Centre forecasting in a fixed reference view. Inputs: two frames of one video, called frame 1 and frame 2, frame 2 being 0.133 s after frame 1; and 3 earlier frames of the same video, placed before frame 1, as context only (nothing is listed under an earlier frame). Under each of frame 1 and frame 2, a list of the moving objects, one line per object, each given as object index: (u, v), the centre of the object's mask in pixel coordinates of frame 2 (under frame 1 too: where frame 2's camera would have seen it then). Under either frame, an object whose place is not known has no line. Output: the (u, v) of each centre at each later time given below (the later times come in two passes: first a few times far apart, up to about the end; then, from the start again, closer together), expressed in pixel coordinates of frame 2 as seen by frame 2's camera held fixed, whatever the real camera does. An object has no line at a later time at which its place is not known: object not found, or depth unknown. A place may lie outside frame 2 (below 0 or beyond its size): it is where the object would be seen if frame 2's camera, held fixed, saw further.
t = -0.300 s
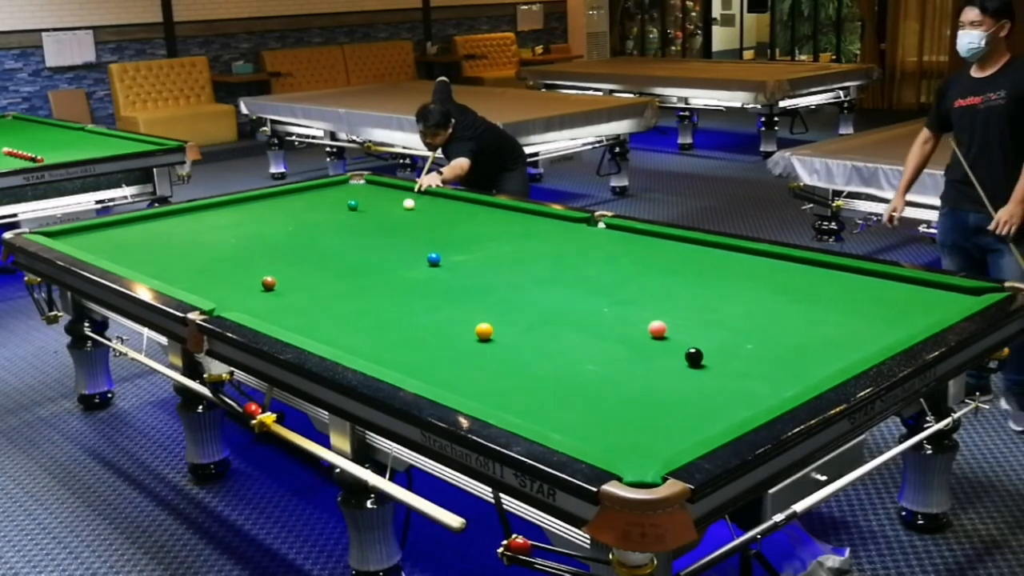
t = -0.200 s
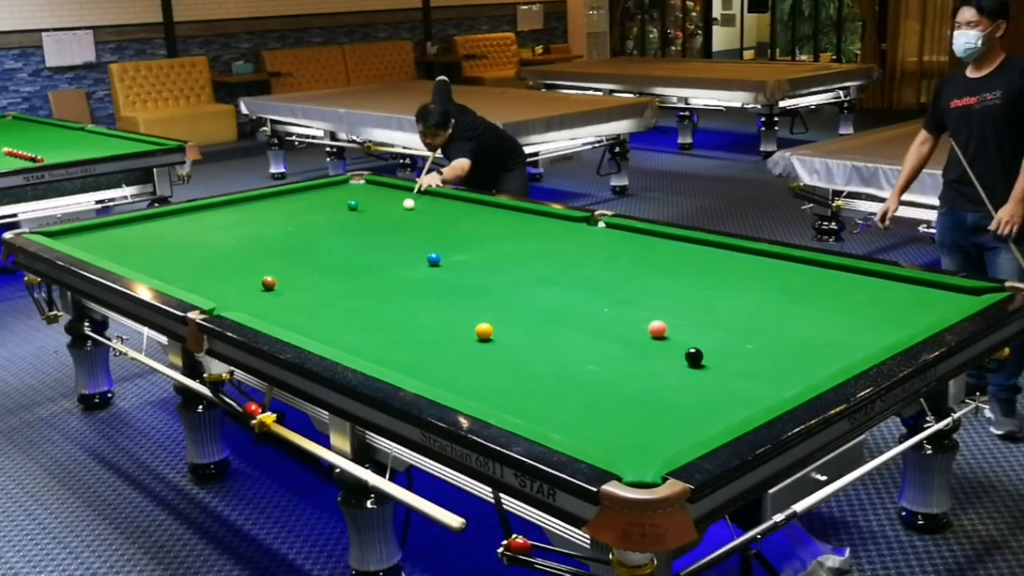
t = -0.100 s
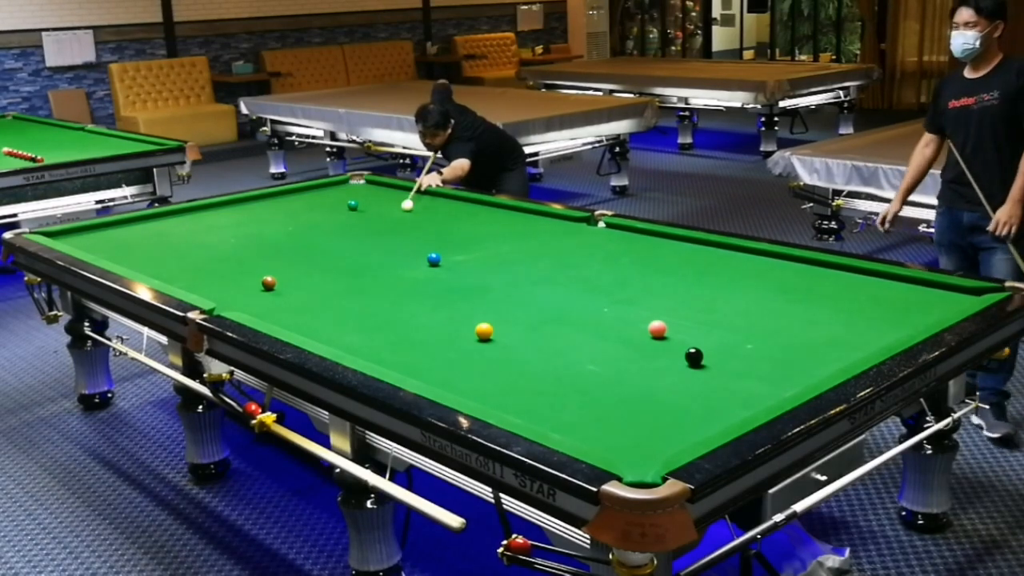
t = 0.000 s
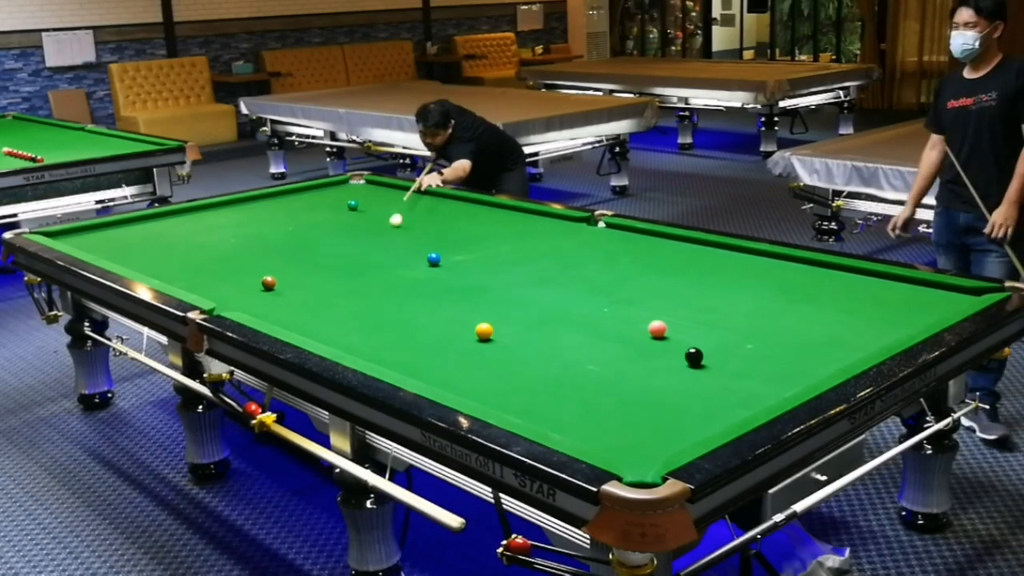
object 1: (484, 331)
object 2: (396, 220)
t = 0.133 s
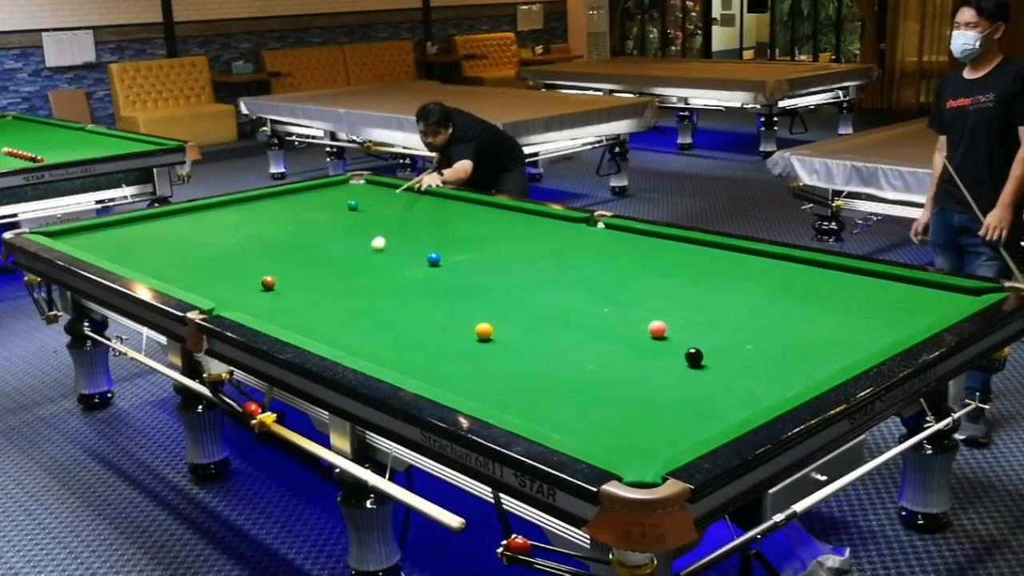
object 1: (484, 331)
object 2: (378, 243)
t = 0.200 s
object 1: (484, 331)
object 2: (368, 257)
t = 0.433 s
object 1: (484, 331)
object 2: (323, 315)
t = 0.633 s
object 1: (484, 331)
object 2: (410, 330)
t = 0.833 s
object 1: (522, 341)
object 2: (507, 317)
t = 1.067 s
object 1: (588, 358)
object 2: (582, 300)
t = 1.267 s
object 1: (645, 373)
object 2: (641, 287)
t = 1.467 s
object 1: (706, 388)
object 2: (696, 274)
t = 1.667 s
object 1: (758, 399)
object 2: (746, 263)
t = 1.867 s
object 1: (719, 387)
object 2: (771, 258)
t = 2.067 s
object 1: (684, 376)
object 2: (743, 265)
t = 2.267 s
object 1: (653, 364)
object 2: (716, 271)
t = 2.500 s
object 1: (621, 353)
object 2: (684, 280)
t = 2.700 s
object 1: (596, 343)
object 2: (656, 287)
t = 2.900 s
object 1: (573, 335)
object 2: (628, 294)
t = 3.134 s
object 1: (549, 327)
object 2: (597, 301)
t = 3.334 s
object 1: (530, 320)
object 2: (569, 308)
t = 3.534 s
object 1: (513, 314)
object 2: (542, 315)
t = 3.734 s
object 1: (496, 308)
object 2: (515, 322)
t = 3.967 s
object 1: (479, 302)
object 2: (482, 330)
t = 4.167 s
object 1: (466, 298)
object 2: (455, 337)
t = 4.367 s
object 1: (453, 293)
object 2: (427, 343)
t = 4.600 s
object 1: (440, 288)
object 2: (396, 351)
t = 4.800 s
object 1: (430, 285)
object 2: (371, 355)
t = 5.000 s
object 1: (421, 281)
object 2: (373, 354)
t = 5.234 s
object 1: (410, 278)
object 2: (387, 349)
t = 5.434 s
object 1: (402, 275)
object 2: (399, 344)
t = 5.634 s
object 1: (396, 273)
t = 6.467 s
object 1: (372, 262)
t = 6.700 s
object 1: (370, 263)
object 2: (451, 325)
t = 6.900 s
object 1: (366, 262)
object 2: (455, 323)
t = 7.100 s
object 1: (363, 261)
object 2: (458, 322)
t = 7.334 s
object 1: (361, 260)
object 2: (462, 321)
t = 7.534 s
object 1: (360, 259)
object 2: (463, 320)
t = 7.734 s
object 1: (359, 259)
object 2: (465, 319)
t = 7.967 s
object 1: (358, 259)
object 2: (466, 319)
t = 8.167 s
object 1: (358, 259)
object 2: (467, 319)
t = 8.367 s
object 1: (359, 259)
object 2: (466, 319)
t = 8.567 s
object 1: (359, 259)
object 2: (466, 319)
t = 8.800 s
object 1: (359, 259)
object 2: (466, 319)
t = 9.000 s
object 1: (359, 259)
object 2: (466, 319)
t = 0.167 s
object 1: (484, 332)
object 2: (373, 250)
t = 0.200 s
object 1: (484, 331)
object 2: (368, 257)
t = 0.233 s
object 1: (484, 331)
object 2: (363, 264)
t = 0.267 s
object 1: (484, 331)
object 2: (357, 271)
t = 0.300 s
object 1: (484, 331)
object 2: (351, 279)
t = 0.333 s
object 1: (484, 332)
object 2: (344, 287)
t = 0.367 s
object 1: (484, 331)
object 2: (338, 296)
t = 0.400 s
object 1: (484, 331)
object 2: (331, 305)
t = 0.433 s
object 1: (484, 331)
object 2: (323, 315)
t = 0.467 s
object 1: (484, 332)
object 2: (315, 325)
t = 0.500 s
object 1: (484, 331)
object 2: (309, 333)
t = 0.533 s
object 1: (484, 331)
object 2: (332, 335)
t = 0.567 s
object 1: (484, 331)
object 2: (359, 333)
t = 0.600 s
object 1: (484, 331)
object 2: (385, 332)
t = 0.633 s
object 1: (484, 331)
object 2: (410, 330)
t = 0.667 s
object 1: (484, 331)
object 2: (434, 329)
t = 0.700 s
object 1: (484, 332)
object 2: (457, 328)
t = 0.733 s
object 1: (489, 332)
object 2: (475, 325)
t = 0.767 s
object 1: (501, 335)
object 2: (486, 322)
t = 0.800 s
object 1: (512, 338)
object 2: (497, 320)
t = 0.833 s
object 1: (522, 341)
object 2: (507, 317)
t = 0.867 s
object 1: (533, 344)
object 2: (518, 314)
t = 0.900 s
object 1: (542, 346)
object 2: (529, 311)
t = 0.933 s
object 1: (552, 349)
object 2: (540, 309)
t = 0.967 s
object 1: (561, 351)
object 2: (551, 307)
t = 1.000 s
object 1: (569, 353)
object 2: (561, 305)
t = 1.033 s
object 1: (579, 356)
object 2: (572, 302)
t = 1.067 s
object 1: (588, 358)
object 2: (582, 300)
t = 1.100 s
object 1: (597, 361)
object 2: (592, 298)
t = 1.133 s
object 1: (606, 363)
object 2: (602, 295)
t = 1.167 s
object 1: (616, 366)
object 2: (612, 293)
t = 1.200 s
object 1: (625, 368)
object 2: (622, 291)
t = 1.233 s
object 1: (635, 370)
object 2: (632, 289)
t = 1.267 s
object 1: (645, 373)
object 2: (641, 287)
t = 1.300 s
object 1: (655, 375)
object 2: (650, 284)
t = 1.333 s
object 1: (665, 378)
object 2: (660, 283)
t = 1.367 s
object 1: (675, 381)
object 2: (669, 281)
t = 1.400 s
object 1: (685, 383)
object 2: (678, 278)
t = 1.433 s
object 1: (696, 386)
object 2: (687, 276)
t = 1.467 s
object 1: (706, 388)
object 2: (696, 274)
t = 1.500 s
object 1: (717, 391)
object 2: (705, 272)
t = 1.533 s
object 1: (728, 394)
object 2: (713, 271)
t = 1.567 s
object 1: (739, 397)
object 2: (721, 269)
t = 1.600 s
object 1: (749, 399)
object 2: (730, 267)
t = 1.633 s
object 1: (759, 399)
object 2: (738, 265)
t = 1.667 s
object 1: (758, 399)
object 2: (746, 263)
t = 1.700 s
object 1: (751, 398)
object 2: (754, 262)
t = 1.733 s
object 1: (744, 396)
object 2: (762, 260)
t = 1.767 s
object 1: (737, 394)
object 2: (770, 258)
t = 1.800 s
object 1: (731, 392)
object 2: (777, 256)
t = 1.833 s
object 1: (725, 389)
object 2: (777, 256)
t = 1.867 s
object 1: (719, 387)
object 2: (771, 258)
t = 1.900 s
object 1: (713, 385)
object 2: (766, 260)
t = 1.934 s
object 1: (707, 383)
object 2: (761, 261)
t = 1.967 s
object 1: (701, 381)
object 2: (756, 262)
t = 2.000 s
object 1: (695, 379)
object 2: (753, 263)
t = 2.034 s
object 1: (690, 377)
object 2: (748, 265)
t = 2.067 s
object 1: (684, 376)
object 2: (743, 265)
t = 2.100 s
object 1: (679, 374)
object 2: (739, 267)
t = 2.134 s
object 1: (674, 372)
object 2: (734, 267)
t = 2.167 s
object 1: (668, 370)
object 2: (729, 269)
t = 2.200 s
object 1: (664, 368)
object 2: (725, 270)
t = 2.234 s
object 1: (658, 366)
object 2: (720, 271)
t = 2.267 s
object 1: (653, 364)
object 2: (716, 271)
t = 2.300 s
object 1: (648, 362)
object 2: (712, 273)
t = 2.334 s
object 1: (643, 361)
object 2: (707, 274)
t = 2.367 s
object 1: (639, 359)
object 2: (702, 275)
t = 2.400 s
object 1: (634, 358)
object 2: (698, 276)
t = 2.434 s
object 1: (630, 356)
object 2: (693, 277)
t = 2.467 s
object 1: (625, 354)
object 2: (689, 279)
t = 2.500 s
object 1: (621, 353)
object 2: (684, 280)
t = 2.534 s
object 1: (616, 351)
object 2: (679, 281)
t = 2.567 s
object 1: (612, 350)
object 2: (674, 282)
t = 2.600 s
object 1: (608, 348)
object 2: (670, 283)
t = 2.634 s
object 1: (604, 346)
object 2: (665, 284)
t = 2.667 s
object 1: (600, 345)
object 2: (661, 285)
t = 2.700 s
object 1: (596, 343)
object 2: (656, 287)
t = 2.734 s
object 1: (592, 342)
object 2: (652, 288)
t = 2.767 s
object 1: (588, 341)
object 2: (647, 289)
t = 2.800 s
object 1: (584, 339)
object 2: (642, 290)
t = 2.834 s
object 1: (580, 338)
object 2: (638, 291)
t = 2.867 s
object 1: (577, 337)
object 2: (633, 292)
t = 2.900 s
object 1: (573, 335)
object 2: (628, 294)
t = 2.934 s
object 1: (570, 334)
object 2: (624, 295)
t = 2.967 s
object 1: (566, 333)
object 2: (620, 296)
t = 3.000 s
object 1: (562, 332)
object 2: (615, 297)
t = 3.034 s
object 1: (559, 330)
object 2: (610, 298)
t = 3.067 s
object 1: (556, 329)
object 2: (606, 299)
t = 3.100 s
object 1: (552, 328)
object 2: (601, 300)
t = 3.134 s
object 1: (549, 327)
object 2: (597, 301)
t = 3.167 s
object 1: (546, 326)
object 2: (592, 302)
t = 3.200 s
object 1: (542, 325)
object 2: (587, 304)
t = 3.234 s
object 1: (539, 323)
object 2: (583, 305)
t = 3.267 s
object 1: (536, 322)
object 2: (578, 306)
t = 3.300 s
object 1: (533, 321)
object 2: (574, 307)
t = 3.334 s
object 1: (530, 320)
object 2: (569, 308)
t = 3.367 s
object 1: (527, 319)
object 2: (564, 309)
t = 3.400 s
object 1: (524, 318)
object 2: (560, 311)
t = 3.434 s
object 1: (521, 317)
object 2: (555, 312)
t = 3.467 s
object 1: (518, 316)
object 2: (551, 313)
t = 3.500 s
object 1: (515, 315)
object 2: (546, 314)
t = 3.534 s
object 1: (513, 314)
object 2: (542, 315)
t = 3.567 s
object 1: (510, 313)
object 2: (537, 316)
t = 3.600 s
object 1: (507, 312)
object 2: (533, 318)
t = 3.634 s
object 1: (504, 311)
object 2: (528, 319)
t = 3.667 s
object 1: (502, 310)
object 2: (524, 320)
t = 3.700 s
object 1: (499, 309)
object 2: (519, 321)
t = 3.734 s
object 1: (496, 308)
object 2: (515, 322)
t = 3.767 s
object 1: (494, 307)
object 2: (510, 323)
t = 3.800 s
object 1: (491, 307)
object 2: (505, 324)
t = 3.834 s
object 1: (489, 306)
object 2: (501, 325)
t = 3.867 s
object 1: (486, 305)
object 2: (496, 327)
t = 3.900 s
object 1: (484, 304)
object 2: (491, 328)
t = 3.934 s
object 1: (481, 303)
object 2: (487, 329)
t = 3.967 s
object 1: (479, 302)
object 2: (482, 330)
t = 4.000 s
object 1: (477, 302)
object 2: (477, 331)
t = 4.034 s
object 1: (475, 301)
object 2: (473, 332)
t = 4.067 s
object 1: (472, 300)
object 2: (468, 333)
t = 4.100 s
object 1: (470, 299)
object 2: (464, 334)
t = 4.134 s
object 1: (468, 299)
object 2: (459, 336)
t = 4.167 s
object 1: (466, 298)
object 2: (455, 337)
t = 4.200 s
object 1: (464, 297)
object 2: (450, 338)
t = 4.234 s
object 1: (462, 296)
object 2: (446, 339)
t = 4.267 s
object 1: (460, 296)
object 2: (441, 340)
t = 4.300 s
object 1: (457, 295)
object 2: (436, 341)
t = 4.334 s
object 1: (455, 294)
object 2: (432, 342)
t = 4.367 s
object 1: (453, 293)
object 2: (427, 343)
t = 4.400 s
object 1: (451, 293)
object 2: (423, 344)
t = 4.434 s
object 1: (450, 292)
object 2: (419, 346)
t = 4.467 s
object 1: (448, 291)
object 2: (414, 347)
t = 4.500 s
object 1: (446, 291)
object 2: (410, 348)
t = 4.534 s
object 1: (444, 290)
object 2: (405, 349)
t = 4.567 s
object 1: (442, 289)
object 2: (401, 350)
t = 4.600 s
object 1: (440, 288)
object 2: (396, 351)
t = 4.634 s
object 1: (438, 288)
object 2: (392, 352)
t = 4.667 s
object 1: (437, 287)
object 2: (387, 353)
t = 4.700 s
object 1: (435, 287)
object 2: (383, 354)
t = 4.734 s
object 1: (433, 286)
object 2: (379, 355)
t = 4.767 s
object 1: (432, 285)
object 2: (375, 355)
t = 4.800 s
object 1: (430, 285)
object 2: (371, 355)
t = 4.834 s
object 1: (428, 284)
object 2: (367, 355)
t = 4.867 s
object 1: (427, 284)
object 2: (364, 355)
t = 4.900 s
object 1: (425, 283)
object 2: (366, 355)
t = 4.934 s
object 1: (423, 282)
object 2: (368, 355)
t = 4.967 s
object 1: (422, 282)
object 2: (371, 355)
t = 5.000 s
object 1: (421, 281)
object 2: (373, 354)
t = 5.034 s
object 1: (419, 281)
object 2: (375, 354)
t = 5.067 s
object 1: (418, 280)
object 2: (377, 353)
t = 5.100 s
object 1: (416, 280)
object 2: (379, 352)
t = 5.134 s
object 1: (415, 279)
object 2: (382, 351)
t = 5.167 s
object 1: (413, 279)
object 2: (383, 350)
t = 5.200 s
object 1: (412, 278)
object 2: (385, 350)
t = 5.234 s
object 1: (410, 278)
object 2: (387, 349)
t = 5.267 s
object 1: (409, 277)
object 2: (390, 348)
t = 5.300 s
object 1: (408, 277)
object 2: (391, 348)
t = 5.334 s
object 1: (406, 276)
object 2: (393, 347)
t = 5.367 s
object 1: (405, 276)
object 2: (395, 346)
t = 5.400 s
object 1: (404, 275)
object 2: (397, 345)
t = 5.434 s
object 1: (402, 275)
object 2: (399, 344)
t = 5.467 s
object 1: (402, 275)
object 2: (401, 344)
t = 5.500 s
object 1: (401, 274)
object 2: (402, 343)
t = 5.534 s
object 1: (399, 274)
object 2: (406, 342)
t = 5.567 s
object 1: (398, 273)
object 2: (407, 342)
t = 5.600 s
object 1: (397, 273)
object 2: (408, 341)
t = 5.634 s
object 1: (396, 273)
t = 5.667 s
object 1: (392, 268)
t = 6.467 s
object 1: (372, 262)
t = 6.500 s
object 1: (374, 264)
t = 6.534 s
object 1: (373, 264)
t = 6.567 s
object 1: (372, 264)
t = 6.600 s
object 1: (372, 263)
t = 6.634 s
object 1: (371, 263)
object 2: (448, 326)
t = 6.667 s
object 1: (370, 263)
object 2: (450, 325)
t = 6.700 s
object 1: (370, 263)
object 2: (451, 325)
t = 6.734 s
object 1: (369, 263)
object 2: (451, 325)
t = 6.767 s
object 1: (369, 262)
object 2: (452, 324)
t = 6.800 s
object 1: (368, 262)
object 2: (452, 324)
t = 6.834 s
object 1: (367, 262)
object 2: (453, 324)
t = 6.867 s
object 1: (367, 262)
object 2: (454, 323)
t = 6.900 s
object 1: (366, 262)
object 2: (455, 323)
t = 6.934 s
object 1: (366, 262)
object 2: (456, 323)
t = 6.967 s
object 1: (366, 261)
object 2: (456, 323)
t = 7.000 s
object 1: (365, 261)
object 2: (457, 323)
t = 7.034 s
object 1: (365, 261)
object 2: (457, 322)
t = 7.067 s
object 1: (364, 261)
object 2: (458, 322)
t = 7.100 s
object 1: (363, 261)
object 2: (458, 322)
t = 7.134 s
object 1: (363, 261)
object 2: (459, 322)
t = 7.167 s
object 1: (363, 260)
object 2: (459, 322)
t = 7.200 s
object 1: (363, 260)
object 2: (460, 322)
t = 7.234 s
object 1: (362, 260)
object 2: (460, 321)
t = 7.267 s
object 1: (362, 260)
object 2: (461, 321)
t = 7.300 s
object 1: (362, 260)
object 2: (461, 321)
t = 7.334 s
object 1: (361, 260)
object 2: (462, 321)
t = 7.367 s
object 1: (361, 260)
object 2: (462, 321)
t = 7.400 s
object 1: (361, 260)
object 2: (462, 321)
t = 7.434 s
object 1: (360, 260)
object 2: (463, 320)
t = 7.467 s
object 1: (360, 259)
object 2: (463, 320)
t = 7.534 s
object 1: (360, 259)
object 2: (463, 320)
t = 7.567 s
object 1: (360, 259)
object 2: (464, 320)
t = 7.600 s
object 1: (359, 259)
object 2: (464, 320)
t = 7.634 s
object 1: (359, 259)
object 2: (464, 320)
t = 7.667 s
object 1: (359, 259)
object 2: (465, 319)
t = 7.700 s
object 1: (359, 259)
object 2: (465, 319)
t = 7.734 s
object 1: (359, 259)
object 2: (465, 319)
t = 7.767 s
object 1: (359, 259)
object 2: (465, 319)
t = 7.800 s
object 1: (359, 259)
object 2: (465, 319)
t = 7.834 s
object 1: (359, 259)
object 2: (466, 319)
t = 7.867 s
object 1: (359, 259)
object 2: (466, 319)
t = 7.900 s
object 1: (359, 259)
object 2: (466, 319)
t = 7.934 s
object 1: (358, 259)
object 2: (466, 319)
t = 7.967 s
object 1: (358, 259)
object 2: (466, 319)
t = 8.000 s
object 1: (358, 259)
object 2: (466, 319)
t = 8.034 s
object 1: (358, 259)
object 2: (466, 319)
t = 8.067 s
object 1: (358, 259)
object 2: (466, 319)
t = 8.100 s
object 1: (358, 259)
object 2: (466, 319)
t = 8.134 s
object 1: (358, 259)
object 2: (466, 318)
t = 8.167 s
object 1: (358, 259)
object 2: (467, 319)
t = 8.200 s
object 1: (359, 259)
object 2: (466, 319)
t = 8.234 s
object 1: (358, 259)
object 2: (466, 319)
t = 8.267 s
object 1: (359, 259)
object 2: (466, 319)
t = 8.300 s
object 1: (358, 259)
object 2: (466, 319)
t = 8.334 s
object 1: (359, 259)
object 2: (466, 319)
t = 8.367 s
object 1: (359, 259)
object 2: (466, 319)
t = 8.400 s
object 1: (359, 259)
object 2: (466, 319)
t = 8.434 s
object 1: (359, 259)
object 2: (466, 319)
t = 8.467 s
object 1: (359, 259)
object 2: (466, 319)
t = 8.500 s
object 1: (359, 259)
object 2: (466, 319)
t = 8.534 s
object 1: (359, 259)
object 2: (466, 319)
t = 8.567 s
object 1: (359, 259)
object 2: (466, 319)
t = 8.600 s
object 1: (359, 259)
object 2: (466, 319)
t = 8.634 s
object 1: (359, 259)
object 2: (466, 319)
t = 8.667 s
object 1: (359, 259)
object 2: (466, 319)
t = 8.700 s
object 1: (359, 259)
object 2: (466, 319)
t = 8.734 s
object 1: (359, 259)
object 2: (466, 319)
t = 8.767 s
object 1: (359, 259)
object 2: (466, 319)
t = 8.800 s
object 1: (359, 259)
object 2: (466, 319)
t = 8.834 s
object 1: (359, 259)
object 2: (466, 319)
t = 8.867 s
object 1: (359, 259)
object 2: (466, 319)
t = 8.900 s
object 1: (359, 259)
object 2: (466, 319)
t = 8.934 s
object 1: (359, 259)
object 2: (466, 319)
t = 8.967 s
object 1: (359, 259)
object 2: (466, 319)
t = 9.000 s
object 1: (359, 259)
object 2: (466, 319)
